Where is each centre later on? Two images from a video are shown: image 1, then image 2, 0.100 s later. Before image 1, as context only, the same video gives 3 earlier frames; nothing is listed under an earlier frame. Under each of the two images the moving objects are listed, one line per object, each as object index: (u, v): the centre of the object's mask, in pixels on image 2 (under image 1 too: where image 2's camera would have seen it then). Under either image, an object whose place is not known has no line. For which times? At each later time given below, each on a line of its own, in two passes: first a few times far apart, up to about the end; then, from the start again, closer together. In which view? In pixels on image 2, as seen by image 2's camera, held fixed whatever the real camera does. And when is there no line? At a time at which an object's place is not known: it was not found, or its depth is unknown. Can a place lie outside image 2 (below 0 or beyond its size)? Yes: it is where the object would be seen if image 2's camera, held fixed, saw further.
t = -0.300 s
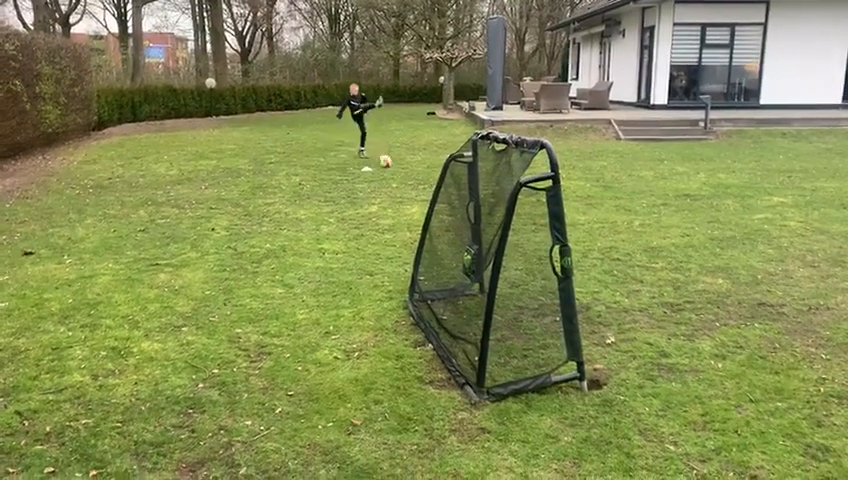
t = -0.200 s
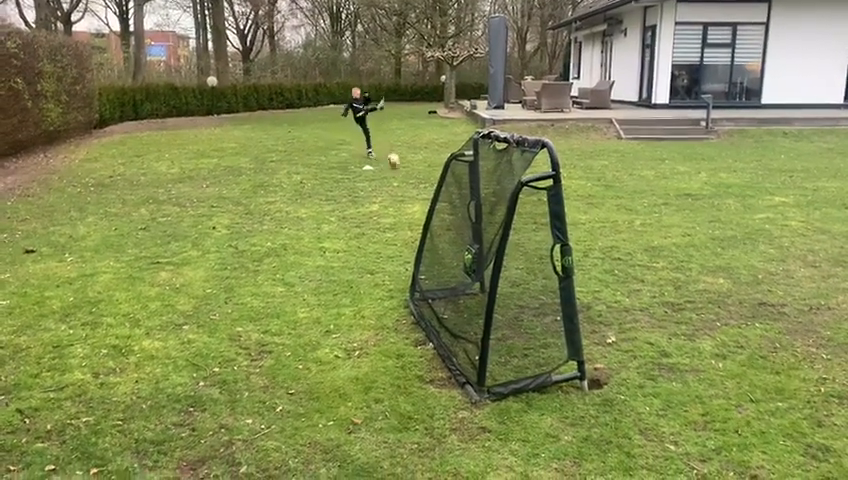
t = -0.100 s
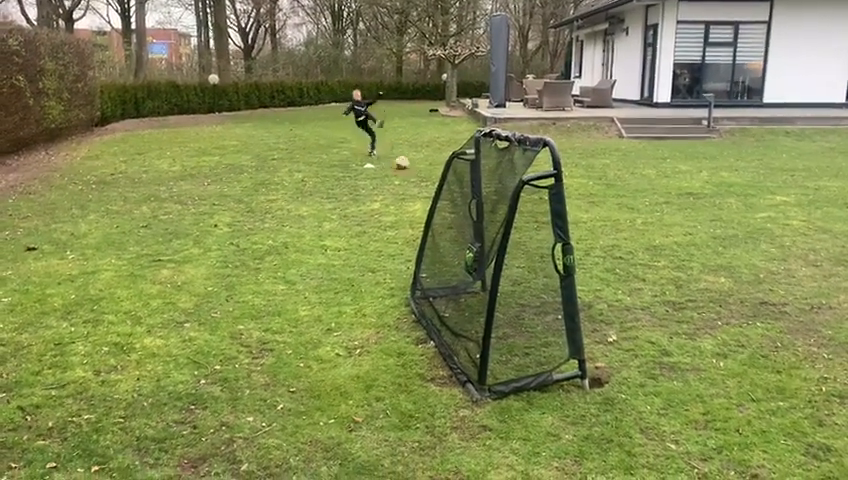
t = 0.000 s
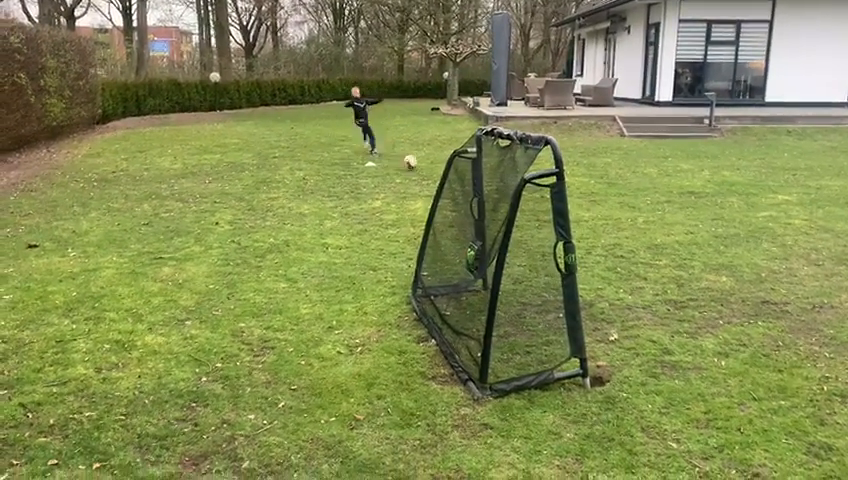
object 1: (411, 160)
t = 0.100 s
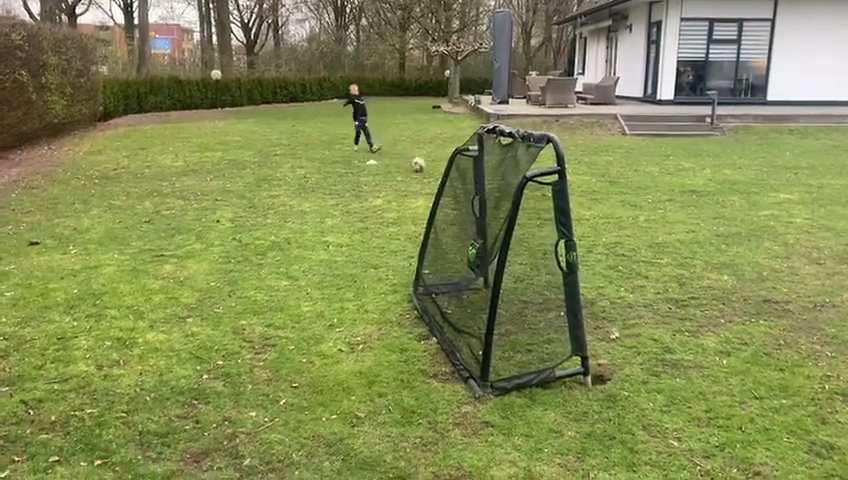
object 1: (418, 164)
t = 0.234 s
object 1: (427, 169)
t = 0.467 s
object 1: (440, 173)
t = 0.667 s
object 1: (456, 180)
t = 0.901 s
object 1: (468, 189)
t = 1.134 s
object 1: (489, 193)
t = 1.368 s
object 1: (499, 203)
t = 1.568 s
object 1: (505, 211)
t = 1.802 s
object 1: (524, 222)
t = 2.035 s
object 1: (527, 240)
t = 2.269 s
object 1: (526, 254)
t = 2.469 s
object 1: (520, 272)
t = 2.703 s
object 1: (513, 292)
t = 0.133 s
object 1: (420, 165)
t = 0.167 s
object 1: (423, 166)
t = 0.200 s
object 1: (425, 167)
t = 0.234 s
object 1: (427, 169)
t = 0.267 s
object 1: (430, 168)
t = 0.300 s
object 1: (432, 168)
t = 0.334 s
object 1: (434, 170)
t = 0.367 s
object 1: (436, 172)
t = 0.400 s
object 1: (438, 173)
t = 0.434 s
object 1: (439, 172)
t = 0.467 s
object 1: (440, 173)
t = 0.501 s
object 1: (442, 172)
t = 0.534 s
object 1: (449, 176)
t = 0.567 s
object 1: (453, 175)
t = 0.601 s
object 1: (453, 178)
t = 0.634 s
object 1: (455, 179)
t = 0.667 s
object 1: (456, 180)
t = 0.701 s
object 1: (458, 181)
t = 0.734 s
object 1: (460, 180)
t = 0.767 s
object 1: (462, 182)
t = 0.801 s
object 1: (464, 186)
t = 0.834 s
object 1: (466, 187)
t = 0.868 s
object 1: (467, 186)
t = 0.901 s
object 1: (468, 189)
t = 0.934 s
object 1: (468, 191)
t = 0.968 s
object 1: (470, 191)
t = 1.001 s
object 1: (471, 189)
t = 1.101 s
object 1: (488, 193)
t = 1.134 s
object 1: (489, 193)
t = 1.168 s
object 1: (490, 195)
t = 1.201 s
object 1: (491, 198)
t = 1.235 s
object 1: (493, 202)
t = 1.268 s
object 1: (494, 201)
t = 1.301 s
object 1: (495, 200)
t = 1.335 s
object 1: (497, 201)
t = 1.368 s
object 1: (499, 203)
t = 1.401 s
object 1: (502, 204)
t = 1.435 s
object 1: (503, 209)
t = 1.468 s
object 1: (503, 212)
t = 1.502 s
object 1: (504, 212)
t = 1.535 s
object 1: (505, 210)
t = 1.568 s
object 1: (505, 211)
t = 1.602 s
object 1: (505, 211)
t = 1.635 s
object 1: (506, 212)
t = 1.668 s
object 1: (520, 221)
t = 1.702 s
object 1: (520, 224)
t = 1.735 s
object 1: (521, 224)
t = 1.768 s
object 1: (522, 222)
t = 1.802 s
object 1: (524, 222)
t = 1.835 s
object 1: (524, 225)
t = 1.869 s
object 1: (525, 229)
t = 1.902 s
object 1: (526, 234)
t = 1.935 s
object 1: (526, 235)
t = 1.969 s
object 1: (526, 238)
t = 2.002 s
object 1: (527, 240)
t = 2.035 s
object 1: (527, 240)
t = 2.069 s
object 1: (527, 241)
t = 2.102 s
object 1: (528, 244)
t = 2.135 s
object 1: (528, 248)
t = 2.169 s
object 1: (527, 248)
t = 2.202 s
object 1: (527, 249)
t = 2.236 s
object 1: (527, 251)
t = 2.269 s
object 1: (526, 254)
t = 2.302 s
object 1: (526, 256)
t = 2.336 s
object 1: (525, 260)
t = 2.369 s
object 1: (523, 264)
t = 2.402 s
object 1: (522, 267)
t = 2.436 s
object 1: (522, 268)
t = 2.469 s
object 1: (520, 272)
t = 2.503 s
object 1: (518, 274)
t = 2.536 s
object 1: (517, 278)
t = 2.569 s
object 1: (517, 280)
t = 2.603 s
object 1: (516, 281)
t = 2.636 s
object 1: (515, 285)
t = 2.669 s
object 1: (514, 289)
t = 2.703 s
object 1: (513, 292)
